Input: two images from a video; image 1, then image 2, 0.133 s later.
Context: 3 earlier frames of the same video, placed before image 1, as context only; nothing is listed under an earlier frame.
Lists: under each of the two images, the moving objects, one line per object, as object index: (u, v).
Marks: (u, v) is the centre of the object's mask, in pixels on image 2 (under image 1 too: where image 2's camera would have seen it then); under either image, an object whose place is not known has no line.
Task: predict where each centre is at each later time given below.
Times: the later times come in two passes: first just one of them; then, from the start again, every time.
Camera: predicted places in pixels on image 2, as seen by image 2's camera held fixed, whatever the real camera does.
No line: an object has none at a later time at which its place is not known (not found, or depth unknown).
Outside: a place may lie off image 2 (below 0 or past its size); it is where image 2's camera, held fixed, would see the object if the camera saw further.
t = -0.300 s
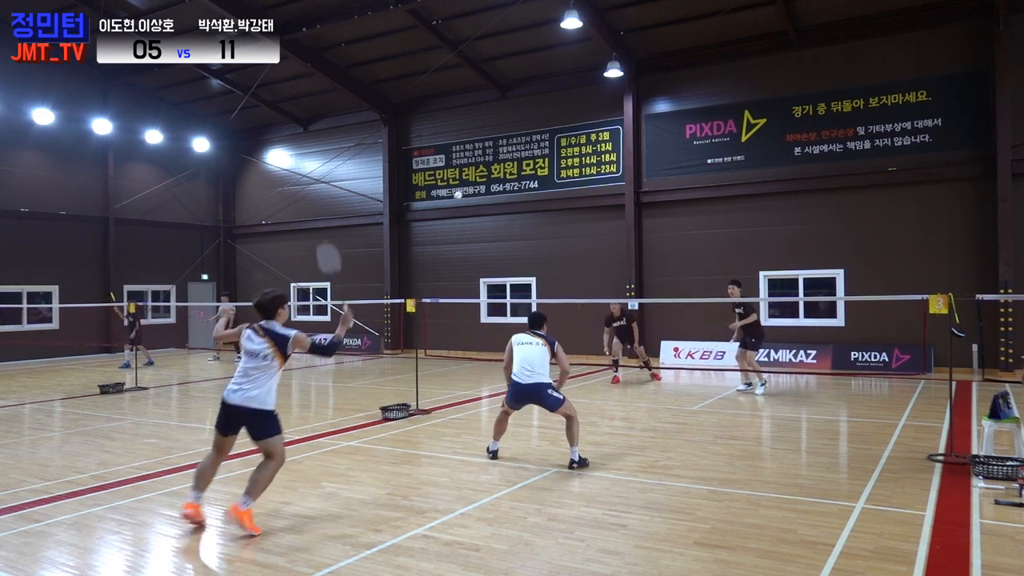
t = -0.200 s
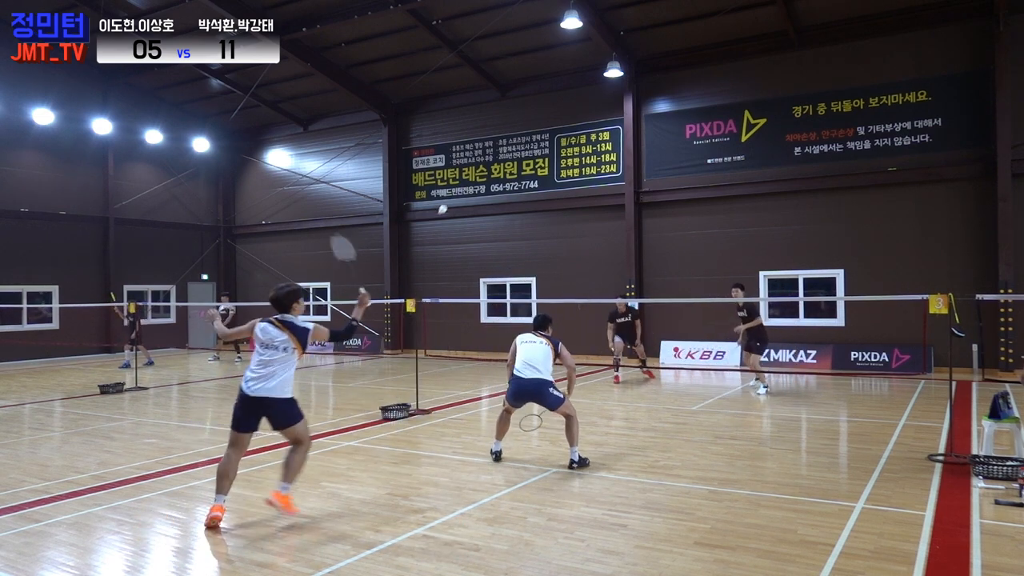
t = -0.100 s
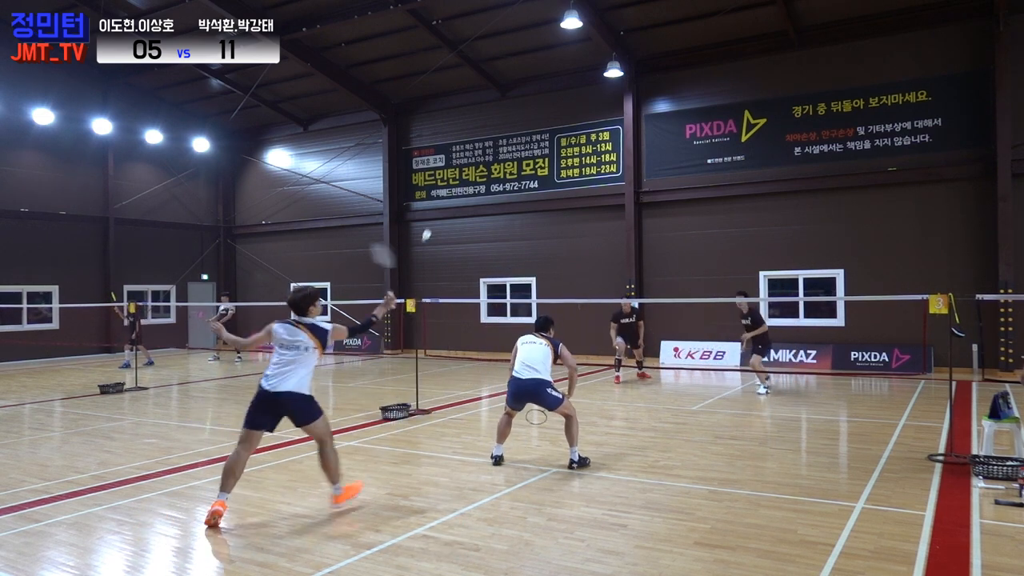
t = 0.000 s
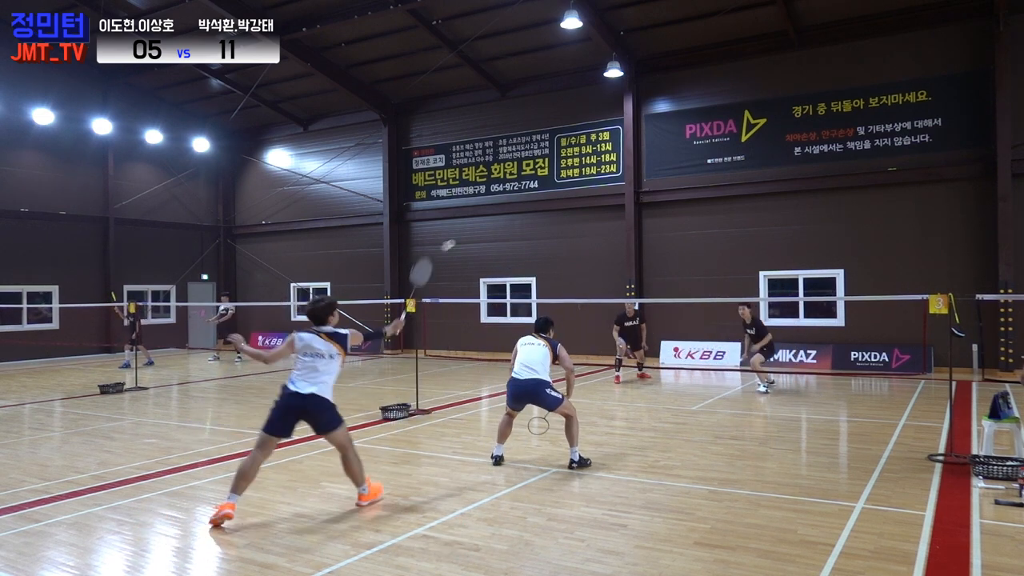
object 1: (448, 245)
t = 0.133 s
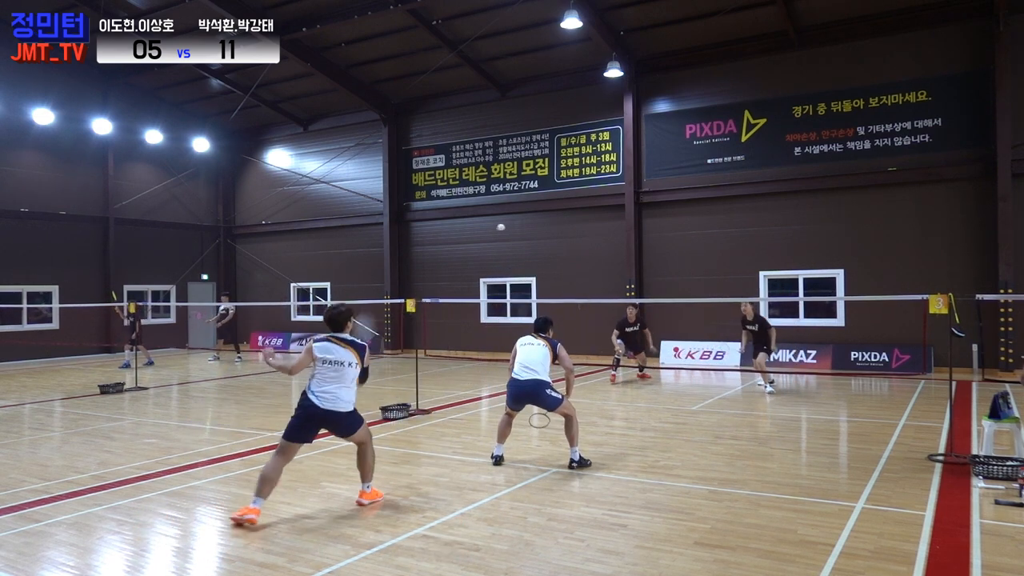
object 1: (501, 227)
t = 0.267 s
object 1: (525, 235)
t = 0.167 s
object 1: (505, 228)
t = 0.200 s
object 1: (511, 230)
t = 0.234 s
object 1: (518, 233)
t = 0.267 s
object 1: (525, 235)
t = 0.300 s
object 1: (531, 238)
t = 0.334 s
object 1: (537, 242)
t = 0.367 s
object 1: (542, 247)
